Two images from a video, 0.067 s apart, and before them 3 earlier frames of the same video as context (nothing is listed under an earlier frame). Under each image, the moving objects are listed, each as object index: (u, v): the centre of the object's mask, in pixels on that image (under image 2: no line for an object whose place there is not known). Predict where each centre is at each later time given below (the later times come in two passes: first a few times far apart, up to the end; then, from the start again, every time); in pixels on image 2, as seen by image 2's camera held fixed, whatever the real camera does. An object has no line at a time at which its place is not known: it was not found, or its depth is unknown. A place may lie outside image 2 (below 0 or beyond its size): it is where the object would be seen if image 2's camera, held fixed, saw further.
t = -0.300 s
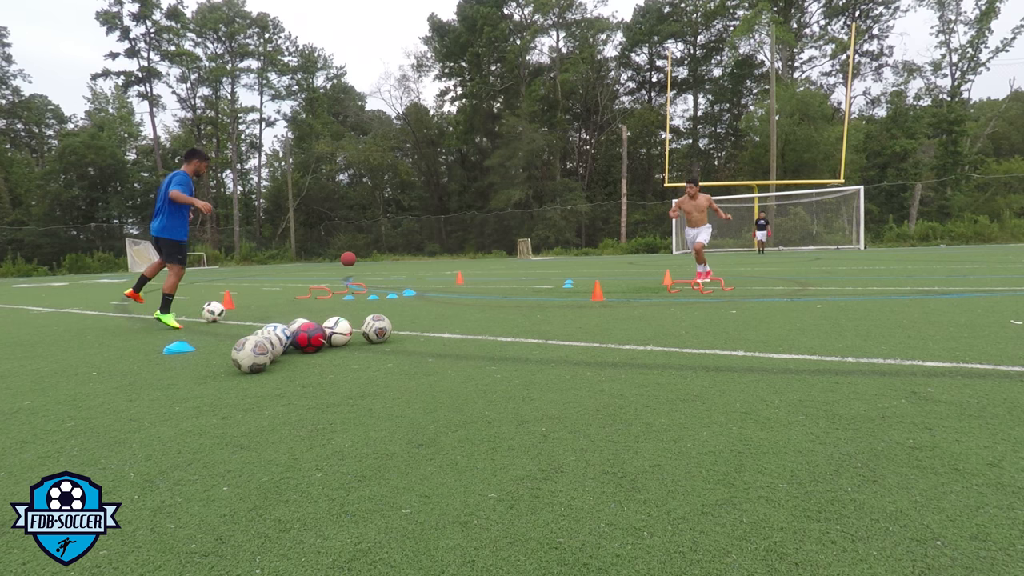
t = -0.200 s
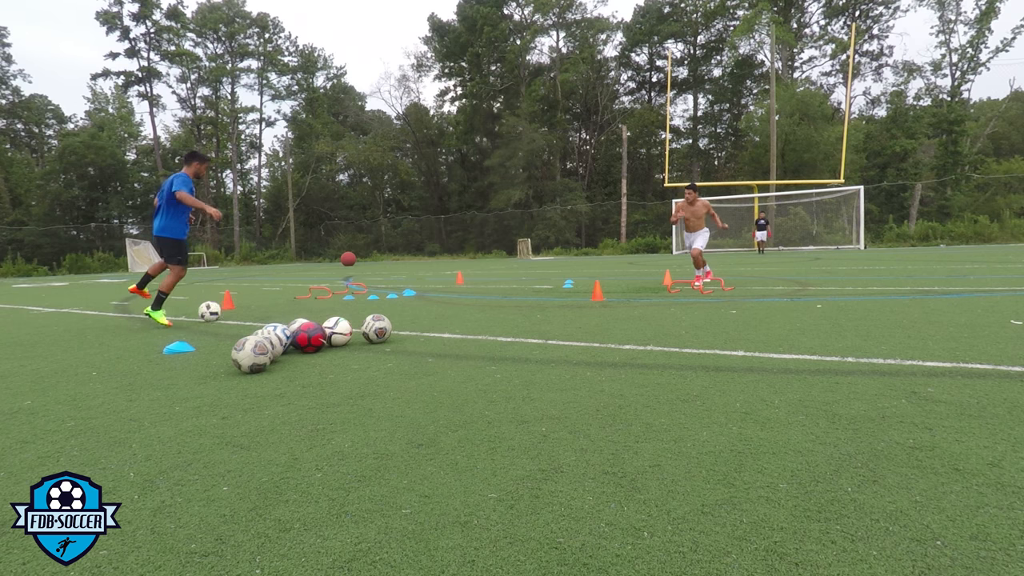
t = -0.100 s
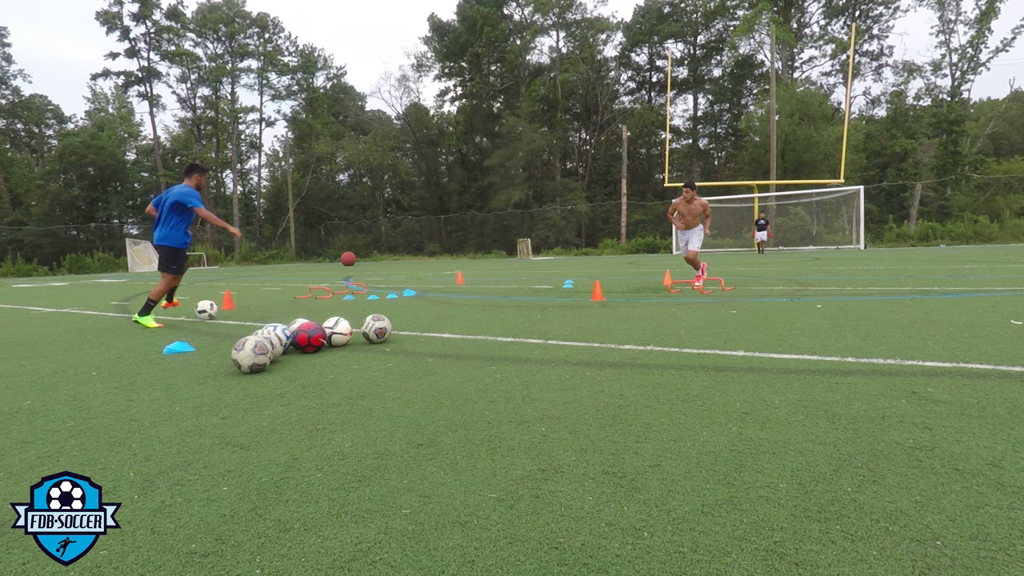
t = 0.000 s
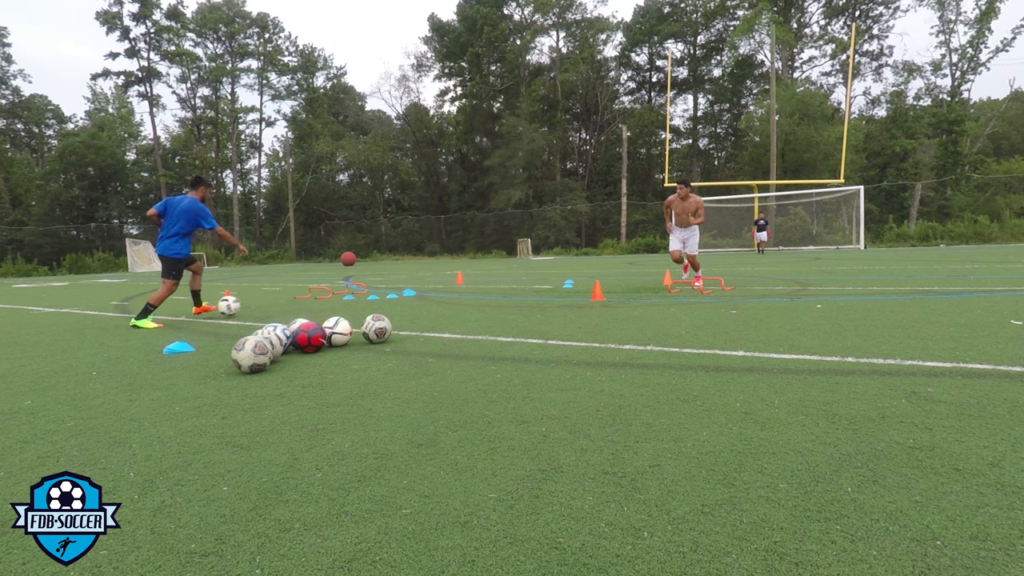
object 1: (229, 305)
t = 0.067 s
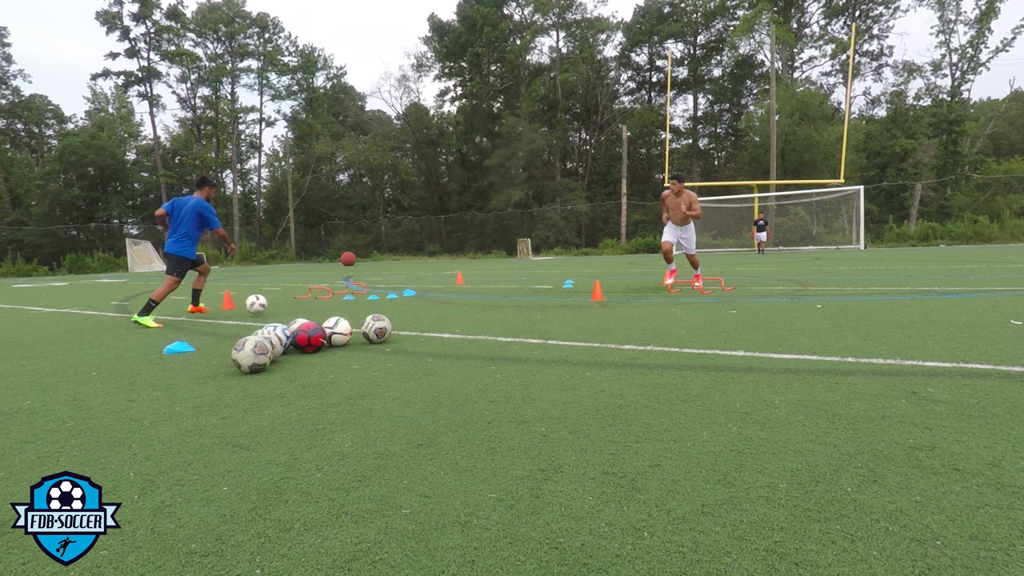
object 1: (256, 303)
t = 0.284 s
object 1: (330, 303)
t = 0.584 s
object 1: (411, 298)
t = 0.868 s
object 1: (481, 293)
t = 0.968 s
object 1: (503, 293)
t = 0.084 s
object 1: (263, 304)
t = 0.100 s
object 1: (269, 304)
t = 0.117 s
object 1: (276, 305)
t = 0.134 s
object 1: (283, 305)
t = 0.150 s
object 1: (288, 304)
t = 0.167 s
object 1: (293, 303)
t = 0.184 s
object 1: (298, 302)
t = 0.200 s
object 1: (304, 302)
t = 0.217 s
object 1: (309, 302)
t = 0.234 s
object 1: (314, 302)
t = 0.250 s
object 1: (319, 302)
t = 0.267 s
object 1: (324, 302)
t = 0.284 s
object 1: (330, 303)
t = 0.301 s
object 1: (334, 302)
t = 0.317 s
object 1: (339, 301)
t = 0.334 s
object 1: (344, 301)
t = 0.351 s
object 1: (348, 300)
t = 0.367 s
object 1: (353, 300)
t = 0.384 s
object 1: (358, 301)
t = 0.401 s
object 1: (362, 301)
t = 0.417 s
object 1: (367, 300)
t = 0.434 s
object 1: (371, 300)
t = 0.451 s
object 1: (375, 299)
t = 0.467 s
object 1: (380, 299)
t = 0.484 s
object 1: (385, 299)
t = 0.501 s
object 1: (389, 299)
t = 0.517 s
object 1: (394, 299)
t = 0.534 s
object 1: (398, 298)
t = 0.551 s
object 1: (402, 298)
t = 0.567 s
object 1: (407, 298)
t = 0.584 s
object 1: (411, 298)
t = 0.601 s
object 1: (415, 298)
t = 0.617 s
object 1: (419, 297)
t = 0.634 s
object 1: (424, 297)
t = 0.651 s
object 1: (428, 297)
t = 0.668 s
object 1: (432, 297)
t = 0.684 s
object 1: (436, 296)
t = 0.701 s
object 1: (440, 296)
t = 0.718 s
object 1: (444, 296)
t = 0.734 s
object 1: (448, 296)
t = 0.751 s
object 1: (453, 295)
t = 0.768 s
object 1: (456, 295)
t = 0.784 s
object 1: (460, 294)
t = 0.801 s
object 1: (464, 294)
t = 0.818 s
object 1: (469, 294)
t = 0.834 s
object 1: (473, 294)
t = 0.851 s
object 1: (477, 294)
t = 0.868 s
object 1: (481, 293)
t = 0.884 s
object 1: (484, 293)
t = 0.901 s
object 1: (488, 293)
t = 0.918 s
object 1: (492, 293)
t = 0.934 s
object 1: (495, 292)
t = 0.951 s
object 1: (499, 292)
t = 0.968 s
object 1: (503, 293)
